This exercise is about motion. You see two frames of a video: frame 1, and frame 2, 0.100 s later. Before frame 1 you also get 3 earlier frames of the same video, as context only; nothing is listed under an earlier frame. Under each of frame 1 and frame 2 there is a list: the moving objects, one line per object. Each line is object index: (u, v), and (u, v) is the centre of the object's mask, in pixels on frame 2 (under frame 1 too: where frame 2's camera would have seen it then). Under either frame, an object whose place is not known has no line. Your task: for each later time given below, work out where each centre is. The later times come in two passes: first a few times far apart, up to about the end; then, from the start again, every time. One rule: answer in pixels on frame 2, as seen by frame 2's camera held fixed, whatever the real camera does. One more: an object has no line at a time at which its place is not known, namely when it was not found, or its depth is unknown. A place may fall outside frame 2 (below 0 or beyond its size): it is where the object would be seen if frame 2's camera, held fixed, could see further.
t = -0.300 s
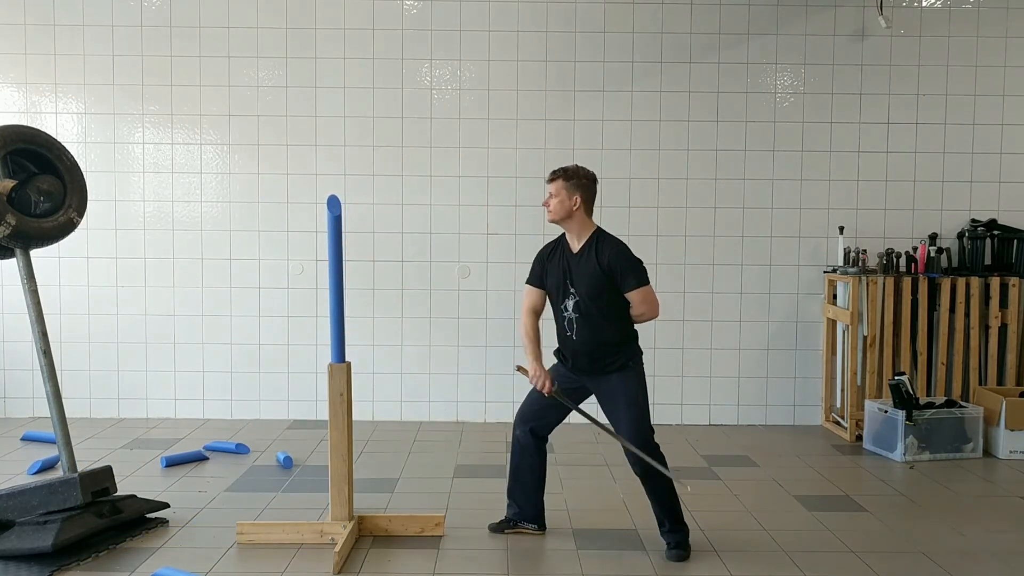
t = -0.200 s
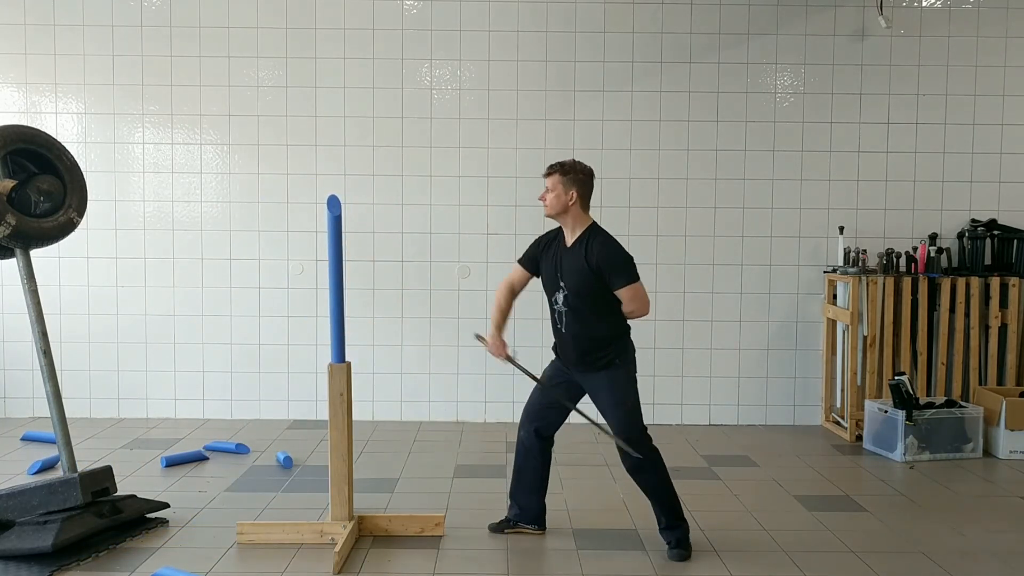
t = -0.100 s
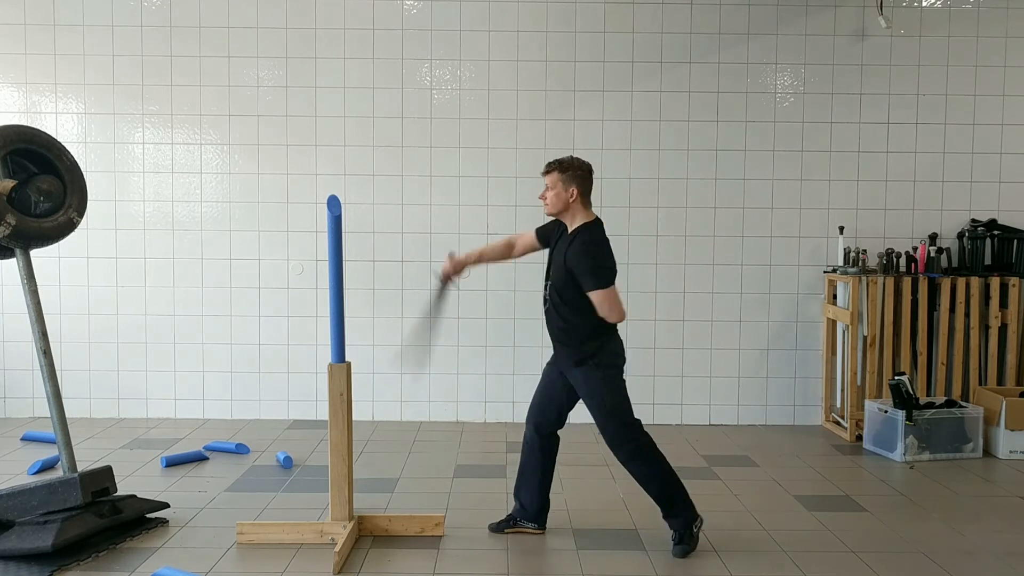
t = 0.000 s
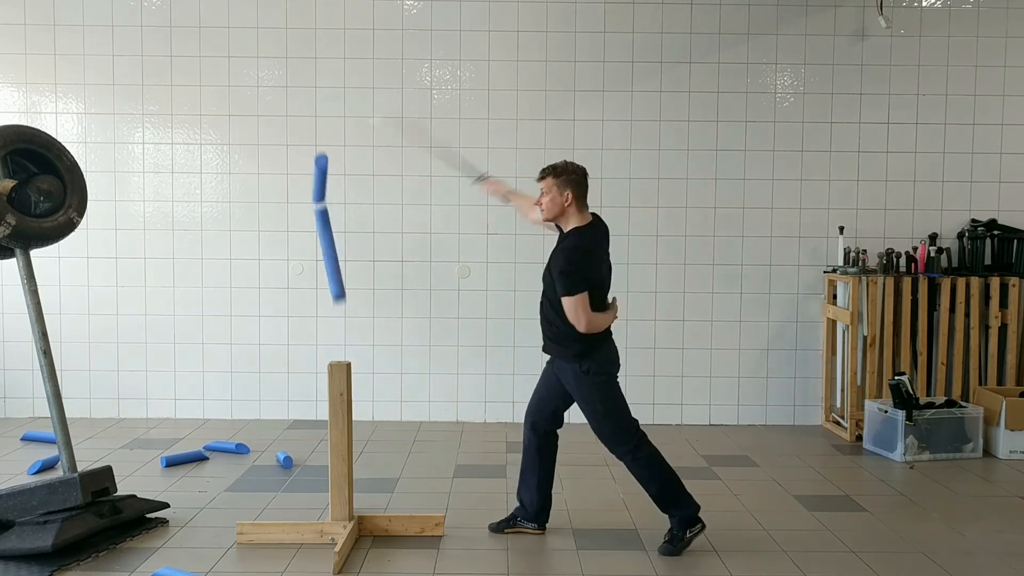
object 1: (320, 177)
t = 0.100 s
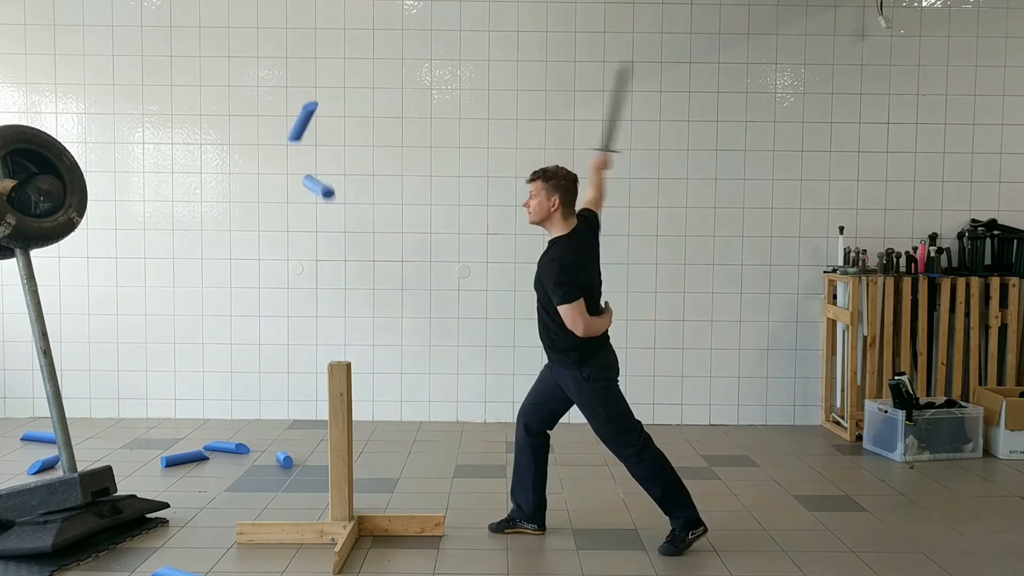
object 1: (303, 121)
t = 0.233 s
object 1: (295, 87)
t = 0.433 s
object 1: (292, 103)
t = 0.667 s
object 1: (288, 187)
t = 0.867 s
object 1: (285, 292)
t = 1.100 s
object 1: (286, 431)
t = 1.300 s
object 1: (269, 433)
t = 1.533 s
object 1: (266, 440)
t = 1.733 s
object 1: (275, 442)
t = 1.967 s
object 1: (282, 442)
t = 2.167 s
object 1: (288, 441)
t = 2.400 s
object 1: (292, 440)
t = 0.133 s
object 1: (299, 108)
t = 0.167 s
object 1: (297, 98)
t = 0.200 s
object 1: (295, 92)
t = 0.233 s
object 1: (295, 87)
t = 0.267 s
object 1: (294, 85)
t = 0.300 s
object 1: (294, 86)
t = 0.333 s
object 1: (294, 87)
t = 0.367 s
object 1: (294, 91)
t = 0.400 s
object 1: (293, 96)
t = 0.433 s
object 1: (292, 103)
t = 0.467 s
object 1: (291, 111)
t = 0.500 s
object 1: (290, 121)
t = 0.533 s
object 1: (290, 132)
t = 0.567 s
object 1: (289, 144)
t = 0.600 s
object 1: (289, 157)
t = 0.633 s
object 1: (288, 172)
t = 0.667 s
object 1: (288, 187)
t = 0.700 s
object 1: (288, 204)
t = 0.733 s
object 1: (287, 221)
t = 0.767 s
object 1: (287, 239)
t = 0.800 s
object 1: (286, 256)
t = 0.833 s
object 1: (285, 274)
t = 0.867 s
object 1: (285, 292)
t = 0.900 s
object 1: (284, 310)
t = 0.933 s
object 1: (283, 328)
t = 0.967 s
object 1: (283, 347)
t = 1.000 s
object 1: (283, 367)
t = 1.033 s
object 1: (283, 387)
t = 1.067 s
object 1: (284, 409)
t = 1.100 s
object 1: (286, 431)
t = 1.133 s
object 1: (285, 442)
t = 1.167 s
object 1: (279, 442)
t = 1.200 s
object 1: (276, 437)
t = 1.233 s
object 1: (275, 435)
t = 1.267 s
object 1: (272, 433)
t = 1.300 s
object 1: (269, 433)
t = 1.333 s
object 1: (267, 435)
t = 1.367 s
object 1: (266, 436)
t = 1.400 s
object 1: (264, 438)
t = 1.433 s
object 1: (263, 442)
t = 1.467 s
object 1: (264, 441)
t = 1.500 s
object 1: (265, 440)
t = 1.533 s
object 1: (266, 440)
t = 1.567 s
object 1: (268, 440)
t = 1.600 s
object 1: (270, 442)
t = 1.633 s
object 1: (271, 442)
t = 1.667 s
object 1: (273, 442)
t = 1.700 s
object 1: (274, 442)
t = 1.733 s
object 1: (275, 442)
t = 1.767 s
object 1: (276, 442)
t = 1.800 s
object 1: (277, 442)
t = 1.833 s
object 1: (279, 442)
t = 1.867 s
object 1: (280, 442)
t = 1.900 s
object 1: (280, 442)
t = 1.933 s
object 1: (281, 442)
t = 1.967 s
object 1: (282, 442)
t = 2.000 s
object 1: (283, 441)
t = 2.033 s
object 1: (284, 441)
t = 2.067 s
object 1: (285, 441)
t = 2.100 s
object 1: (286, 441)
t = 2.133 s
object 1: (287, 441)
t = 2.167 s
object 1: (288, 441)
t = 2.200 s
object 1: (288, 441)
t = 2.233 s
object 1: (289, 441)
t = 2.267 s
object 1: (290, 440)
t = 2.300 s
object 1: (291, 440)
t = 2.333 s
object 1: (291, 440)
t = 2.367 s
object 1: (292, 440)
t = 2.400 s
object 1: (292, 440)
